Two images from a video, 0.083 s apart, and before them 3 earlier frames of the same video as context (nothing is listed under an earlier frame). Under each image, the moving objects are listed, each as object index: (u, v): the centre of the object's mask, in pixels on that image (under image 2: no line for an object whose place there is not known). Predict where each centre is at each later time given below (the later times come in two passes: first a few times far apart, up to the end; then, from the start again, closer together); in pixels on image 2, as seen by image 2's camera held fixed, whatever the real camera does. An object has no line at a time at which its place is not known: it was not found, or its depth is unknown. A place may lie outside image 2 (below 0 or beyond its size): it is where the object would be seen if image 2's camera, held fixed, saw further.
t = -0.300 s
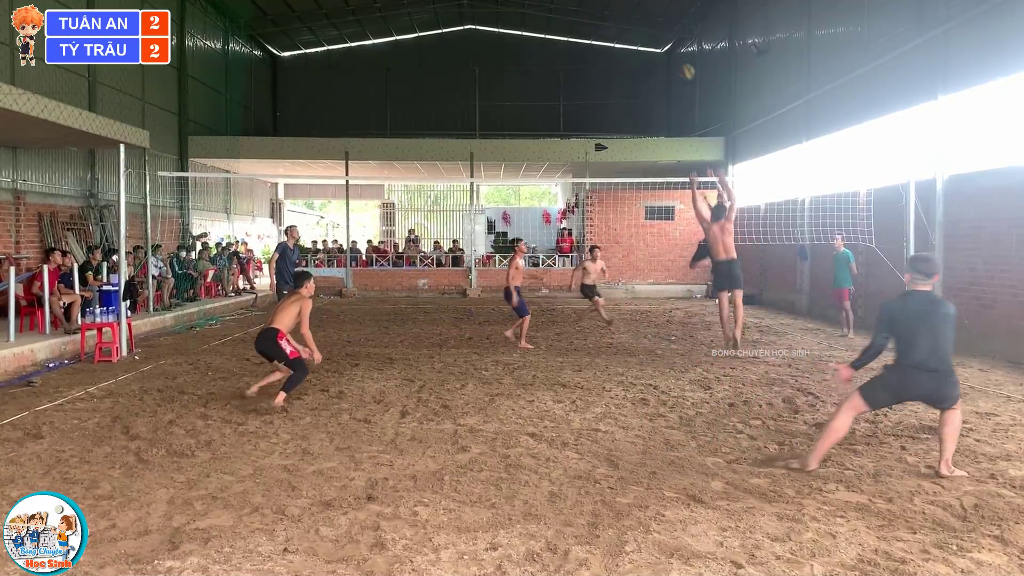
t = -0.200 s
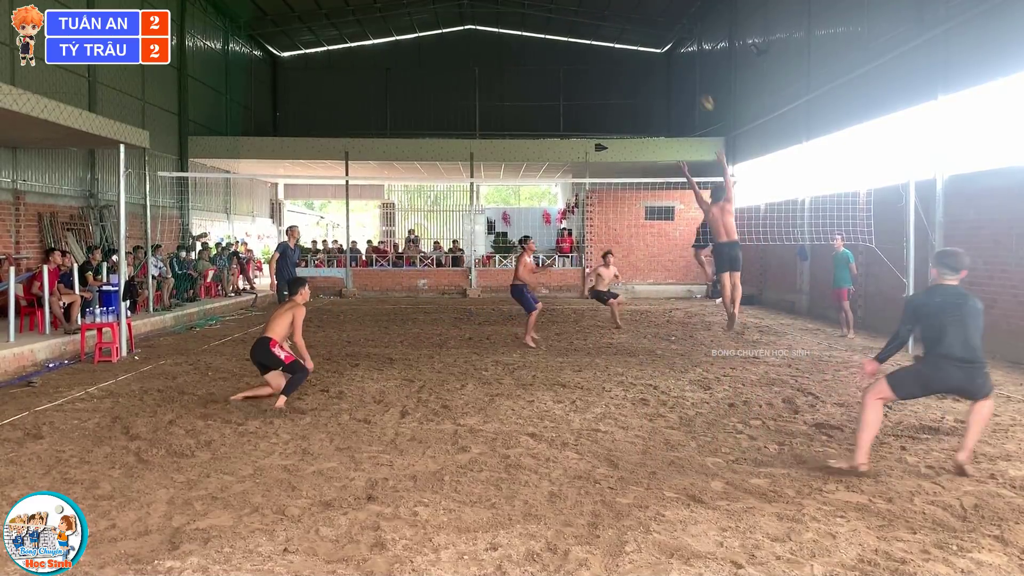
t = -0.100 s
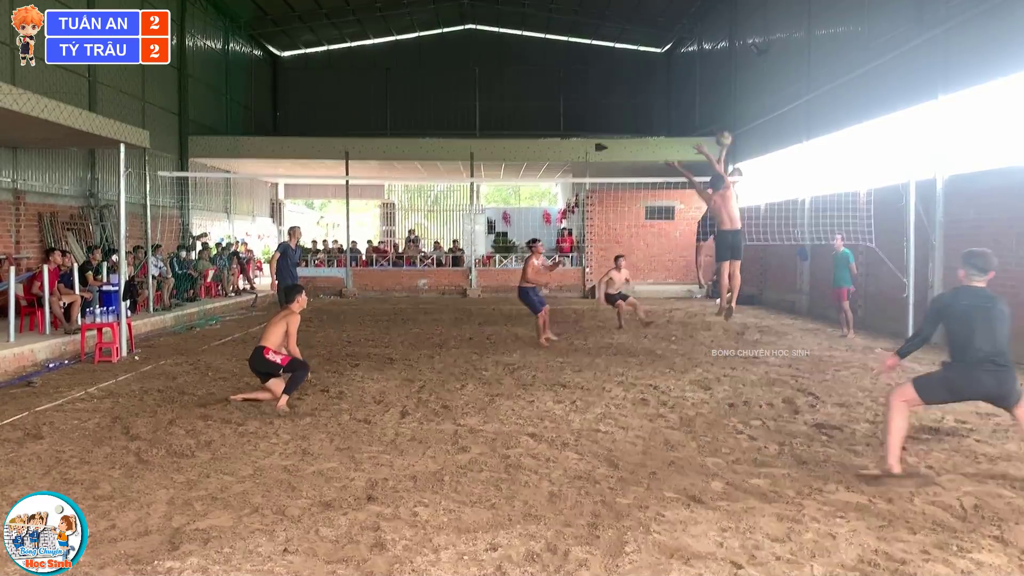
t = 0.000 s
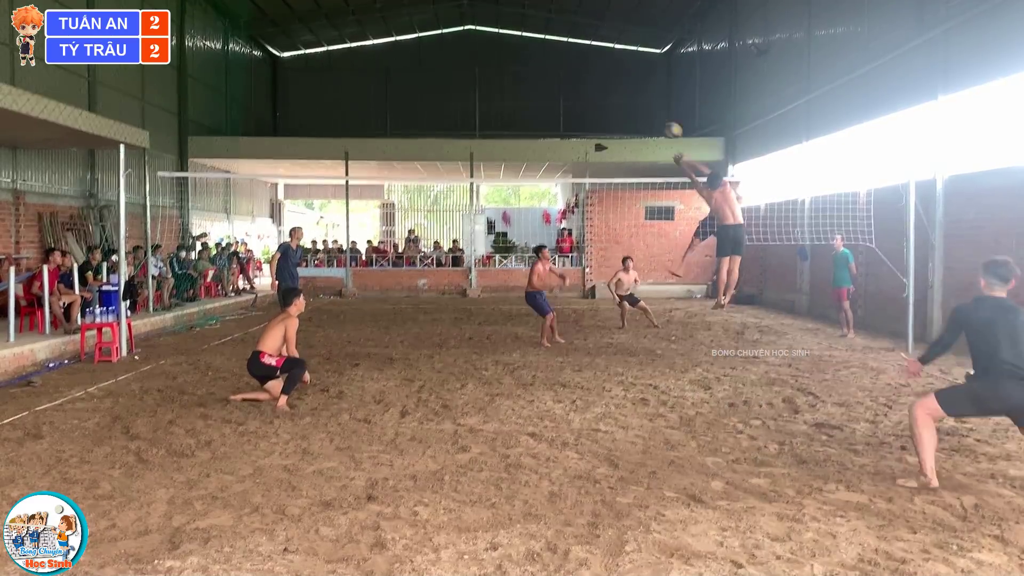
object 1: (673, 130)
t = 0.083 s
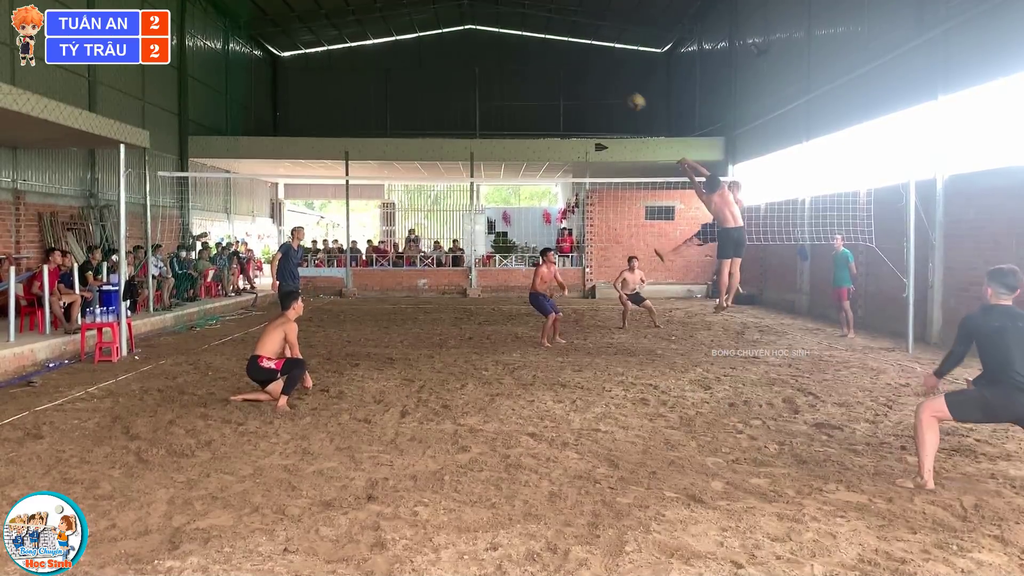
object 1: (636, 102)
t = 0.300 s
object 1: (537, 52)
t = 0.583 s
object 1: (393, 47)
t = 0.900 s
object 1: (215, 139)
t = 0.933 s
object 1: (195, 157)
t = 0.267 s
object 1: (552, 57)
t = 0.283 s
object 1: (545, 55)
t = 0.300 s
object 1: (537, 52)
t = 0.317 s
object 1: (528, 49)
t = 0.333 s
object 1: (519, 47)
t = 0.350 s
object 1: (512, 46)
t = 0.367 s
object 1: (503, 44)
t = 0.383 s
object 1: (496, 43)
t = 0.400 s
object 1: (487, 42)
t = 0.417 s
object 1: (478, 41)
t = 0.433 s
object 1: (470, 40)
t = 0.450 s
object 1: (462, 40)
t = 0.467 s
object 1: (454, 41)
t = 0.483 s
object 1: (445, 41)
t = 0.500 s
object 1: (436, 41)
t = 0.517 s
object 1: (427, 42)
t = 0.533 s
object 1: (418, 42)
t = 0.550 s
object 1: (409, 44)
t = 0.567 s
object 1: (401, 45)
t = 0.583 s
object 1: (393, 47)
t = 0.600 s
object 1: (383, 49)
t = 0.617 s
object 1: (374, 52)
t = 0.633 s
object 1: (365, 54)
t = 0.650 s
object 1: (356, 57)
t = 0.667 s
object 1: (347, 60)
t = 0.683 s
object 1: (337, 63)
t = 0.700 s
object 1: (328, 67)
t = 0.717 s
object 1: (318, 72)
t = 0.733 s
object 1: (309, 76)
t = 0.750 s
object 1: (301, 81)
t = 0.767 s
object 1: (291, 86)
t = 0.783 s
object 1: (280, 92)
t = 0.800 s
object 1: (271, 98)
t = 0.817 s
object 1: (262, 104)
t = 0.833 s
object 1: (253, 111)
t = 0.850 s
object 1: (243, 118)
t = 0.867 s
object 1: (234, 124)
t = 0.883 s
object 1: (224, 131)
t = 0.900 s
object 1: (215, 139)
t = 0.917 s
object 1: (205, 148)
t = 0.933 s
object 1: (195, 157)
